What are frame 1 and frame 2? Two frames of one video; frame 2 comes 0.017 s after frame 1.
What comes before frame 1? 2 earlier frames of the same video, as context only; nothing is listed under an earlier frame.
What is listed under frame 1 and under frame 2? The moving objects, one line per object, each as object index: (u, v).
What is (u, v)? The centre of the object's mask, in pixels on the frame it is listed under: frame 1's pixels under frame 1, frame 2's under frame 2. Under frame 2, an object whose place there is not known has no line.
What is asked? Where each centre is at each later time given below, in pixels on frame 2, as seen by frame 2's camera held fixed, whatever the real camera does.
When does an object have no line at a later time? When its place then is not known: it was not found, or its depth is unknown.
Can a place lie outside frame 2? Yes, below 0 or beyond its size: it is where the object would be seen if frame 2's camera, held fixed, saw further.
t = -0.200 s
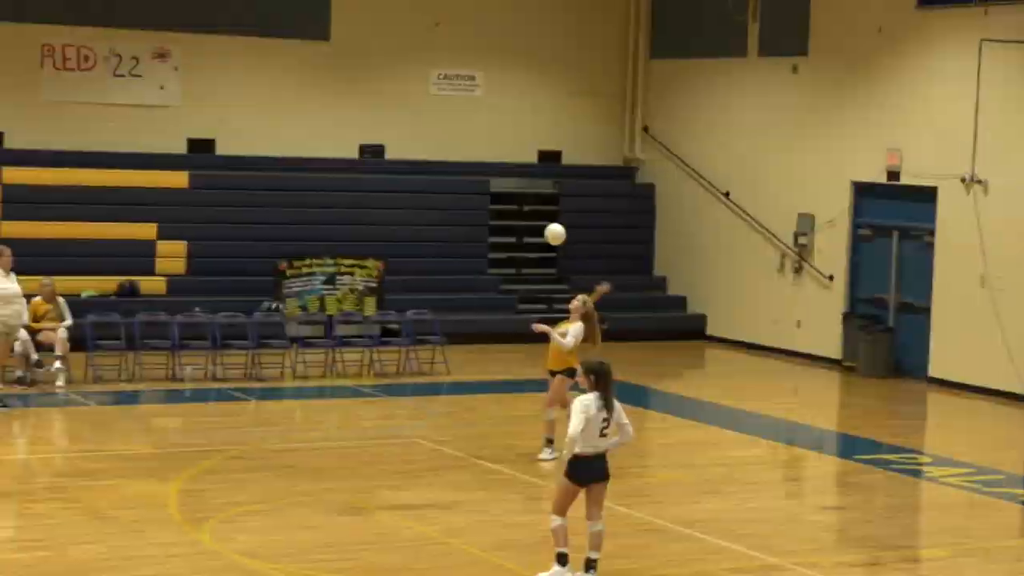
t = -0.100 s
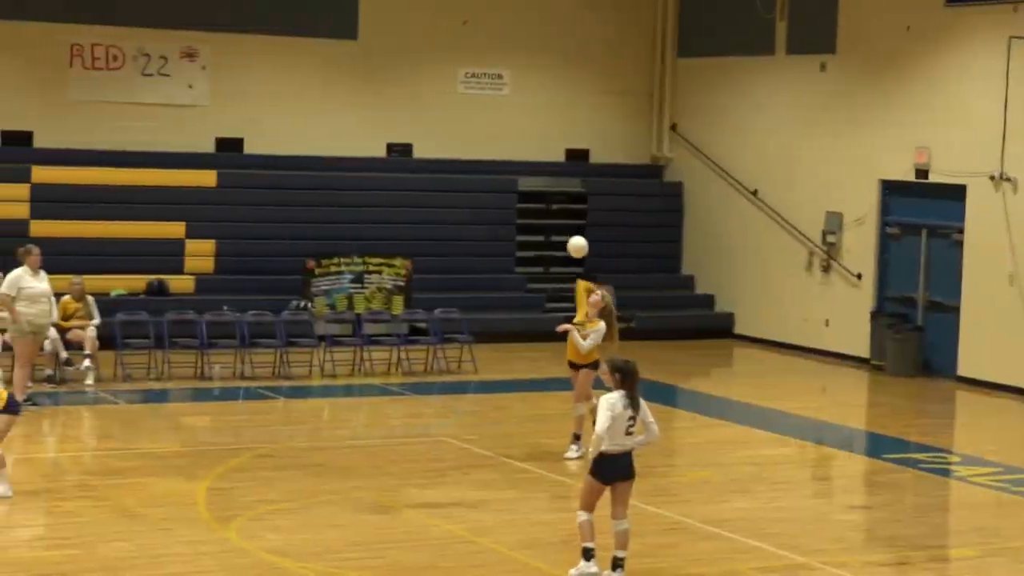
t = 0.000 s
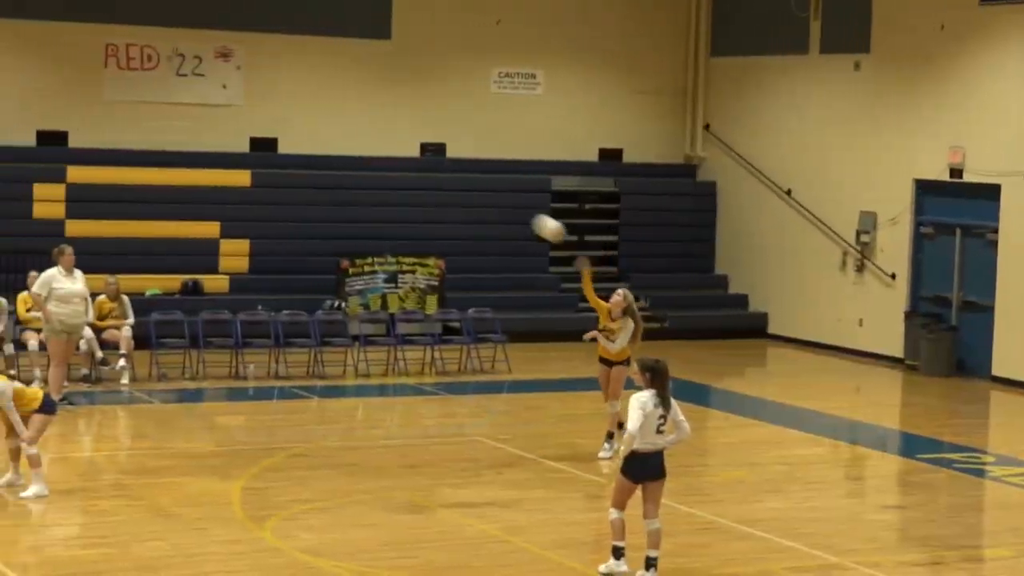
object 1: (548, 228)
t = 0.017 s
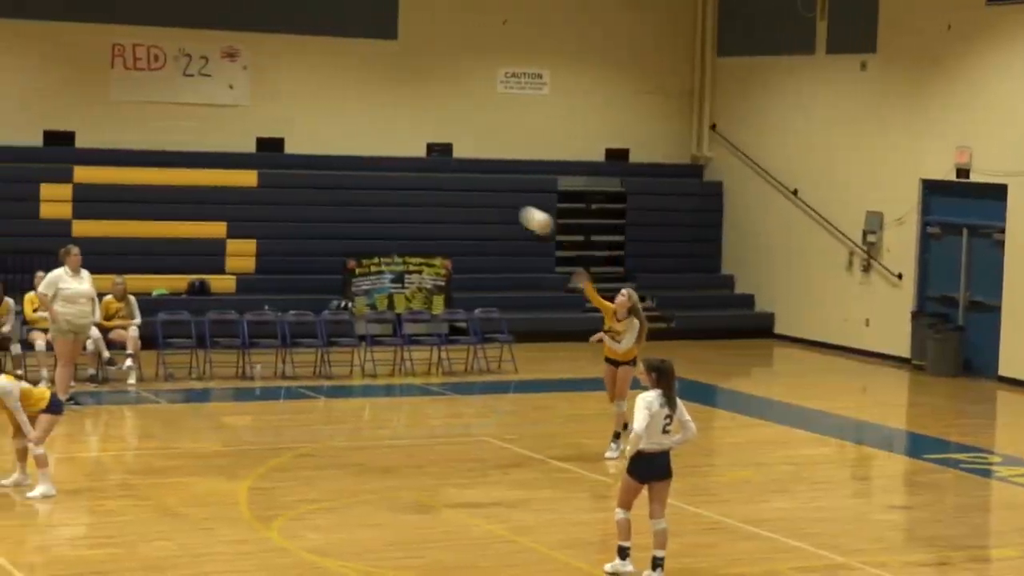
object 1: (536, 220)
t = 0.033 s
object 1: (517, 212)
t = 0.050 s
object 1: (498, 204)
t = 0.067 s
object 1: (479, 197)
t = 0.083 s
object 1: (460, 189)
